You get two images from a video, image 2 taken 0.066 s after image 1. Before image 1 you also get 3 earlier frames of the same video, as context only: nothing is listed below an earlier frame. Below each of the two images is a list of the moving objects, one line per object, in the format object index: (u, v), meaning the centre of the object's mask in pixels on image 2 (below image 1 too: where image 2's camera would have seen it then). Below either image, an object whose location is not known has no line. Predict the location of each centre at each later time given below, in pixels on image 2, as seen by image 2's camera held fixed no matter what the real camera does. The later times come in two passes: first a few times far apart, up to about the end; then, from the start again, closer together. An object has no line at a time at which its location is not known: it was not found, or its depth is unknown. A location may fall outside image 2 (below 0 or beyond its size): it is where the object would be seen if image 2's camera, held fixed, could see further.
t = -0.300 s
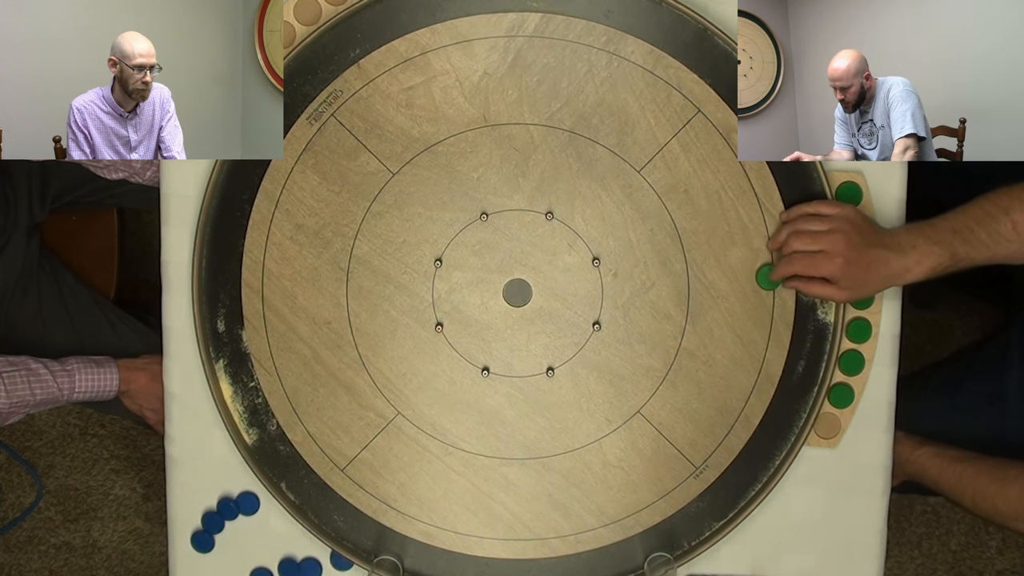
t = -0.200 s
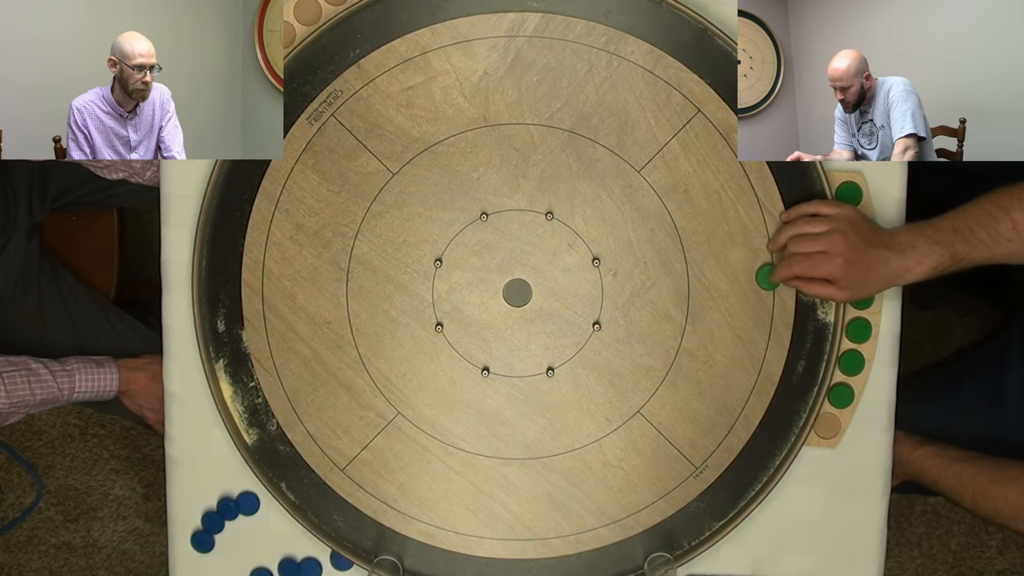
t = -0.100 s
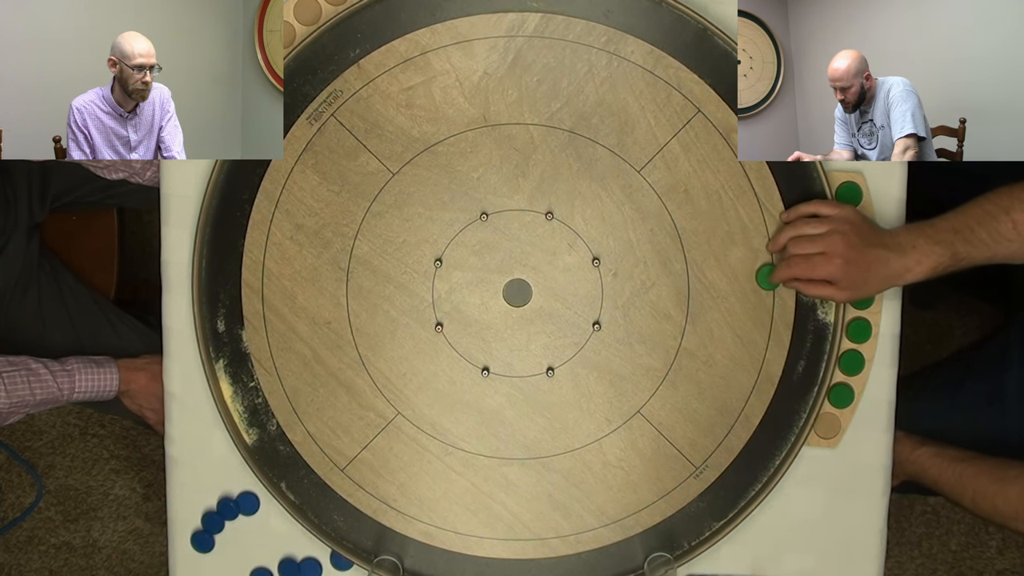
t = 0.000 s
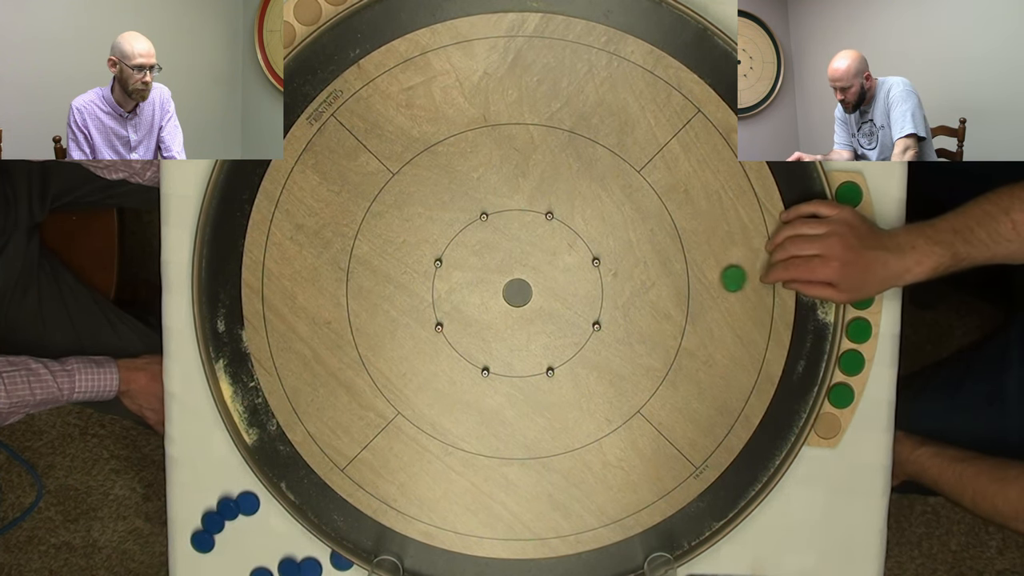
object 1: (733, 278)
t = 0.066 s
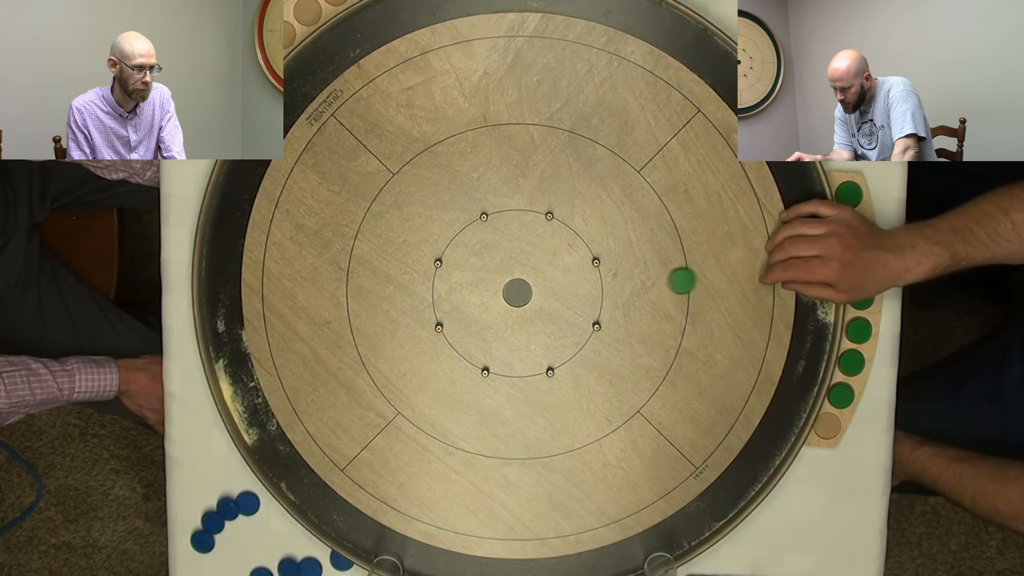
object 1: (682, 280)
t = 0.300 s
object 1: (525, 287)
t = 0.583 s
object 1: (435, 303)
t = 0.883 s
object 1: (407, 307)
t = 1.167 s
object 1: (407, 307)
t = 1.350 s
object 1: (407, 307)
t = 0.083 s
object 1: (670, 281)
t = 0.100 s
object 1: (657, 281)
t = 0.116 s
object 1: (644, 282)
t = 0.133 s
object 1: (632, 282)
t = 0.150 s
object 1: (620, 283)
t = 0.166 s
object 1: (608, 283)
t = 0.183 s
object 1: (597, 284)
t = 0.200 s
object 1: (586, 284)
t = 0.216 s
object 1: (575, 285)
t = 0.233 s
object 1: (564, 285)
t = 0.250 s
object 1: (554, 286)
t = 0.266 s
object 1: (544, 286)
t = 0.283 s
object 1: (534, 287)
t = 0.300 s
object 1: (525, 287)
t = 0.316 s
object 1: (516, 288)
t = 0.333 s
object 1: (508, 288)
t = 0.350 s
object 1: (502, 290)
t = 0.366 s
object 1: (496, 291)
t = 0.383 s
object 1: (490, 293)
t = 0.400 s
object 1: (484, 294)
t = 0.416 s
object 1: (479, 295)
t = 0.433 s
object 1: (473, 296)
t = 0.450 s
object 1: (468, 297)
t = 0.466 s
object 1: (463, 298)
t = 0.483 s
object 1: (459, 299)
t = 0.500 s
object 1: (454, 300)
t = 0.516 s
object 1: (450, 301)
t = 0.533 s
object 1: (446, 301)
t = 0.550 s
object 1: (442, 302)
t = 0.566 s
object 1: (439, 302)
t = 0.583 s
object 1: (435, 303)
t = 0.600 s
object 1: (432, 303)
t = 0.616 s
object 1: (429, 304)
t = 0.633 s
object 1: (426, 304)
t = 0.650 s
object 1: (423, 304)
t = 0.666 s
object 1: (421, 305)
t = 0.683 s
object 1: (418, 305)
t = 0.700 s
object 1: (416, 306)
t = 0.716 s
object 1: (414, 306)
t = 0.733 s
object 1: (412, 306)
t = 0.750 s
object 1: (411, 307)
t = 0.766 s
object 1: (410, 307)
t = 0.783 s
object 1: (409, 307)
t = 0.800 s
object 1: (408, 307)
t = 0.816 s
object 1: (407, 307)
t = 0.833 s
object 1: (407, 307)
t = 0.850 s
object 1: (407, 307)
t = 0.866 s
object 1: (407, 307)
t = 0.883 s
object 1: (407, 307)
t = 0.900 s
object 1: (407, 307)
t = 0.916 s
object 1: (407, 307)
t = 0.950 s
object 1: (407, 307)
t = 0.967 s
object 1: (407, 307)
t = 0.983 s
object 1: (407, 307)
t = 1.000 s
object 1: (407, 307)
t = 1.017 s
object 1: (407, 307)
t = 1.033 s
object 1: (407, 307)
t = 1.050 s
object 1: (407, 307)
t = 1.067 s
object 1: (407, 307)
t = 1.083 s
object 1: (407, 307)
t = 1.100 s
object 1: (407, 307)
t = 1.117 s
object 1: (407, 307)
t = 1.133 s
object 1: (407, 307)
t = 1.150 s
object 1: (407, 307)
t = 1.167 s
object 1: (407, 307)
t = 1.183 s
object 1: (407, 307)
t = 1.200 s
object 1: (407, 307)
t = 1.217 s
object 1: (407, 307)
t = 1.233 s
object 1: (407, 307)
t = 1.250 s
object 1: (407, 307)
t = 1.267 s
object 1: (407, 307)
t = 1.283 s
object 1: (407, 307)
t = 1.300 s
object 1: (407, 307)
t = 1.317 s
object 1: (407, 307)
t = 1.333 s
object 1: (407, 307)
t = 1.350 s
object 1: (407, 307)
